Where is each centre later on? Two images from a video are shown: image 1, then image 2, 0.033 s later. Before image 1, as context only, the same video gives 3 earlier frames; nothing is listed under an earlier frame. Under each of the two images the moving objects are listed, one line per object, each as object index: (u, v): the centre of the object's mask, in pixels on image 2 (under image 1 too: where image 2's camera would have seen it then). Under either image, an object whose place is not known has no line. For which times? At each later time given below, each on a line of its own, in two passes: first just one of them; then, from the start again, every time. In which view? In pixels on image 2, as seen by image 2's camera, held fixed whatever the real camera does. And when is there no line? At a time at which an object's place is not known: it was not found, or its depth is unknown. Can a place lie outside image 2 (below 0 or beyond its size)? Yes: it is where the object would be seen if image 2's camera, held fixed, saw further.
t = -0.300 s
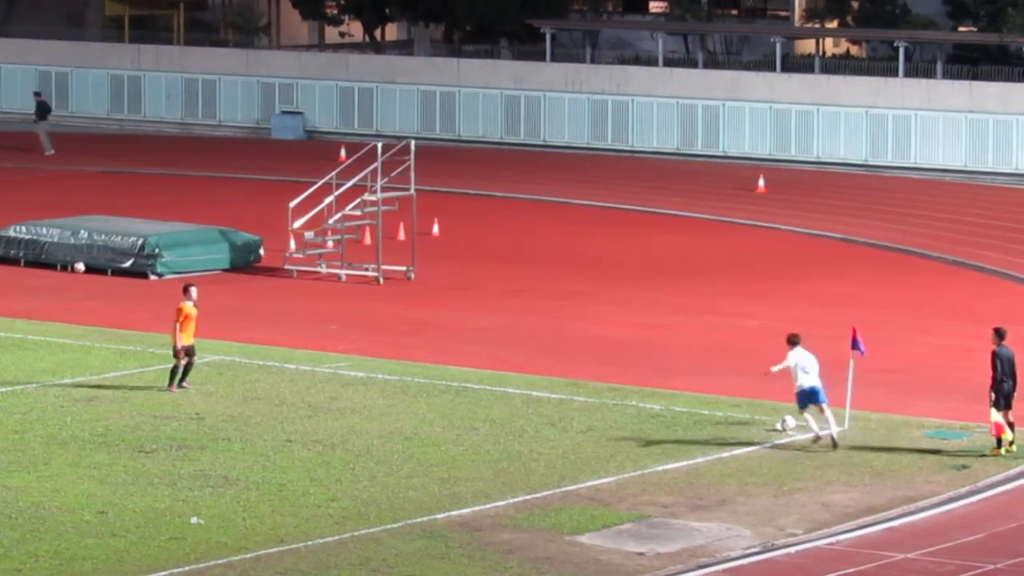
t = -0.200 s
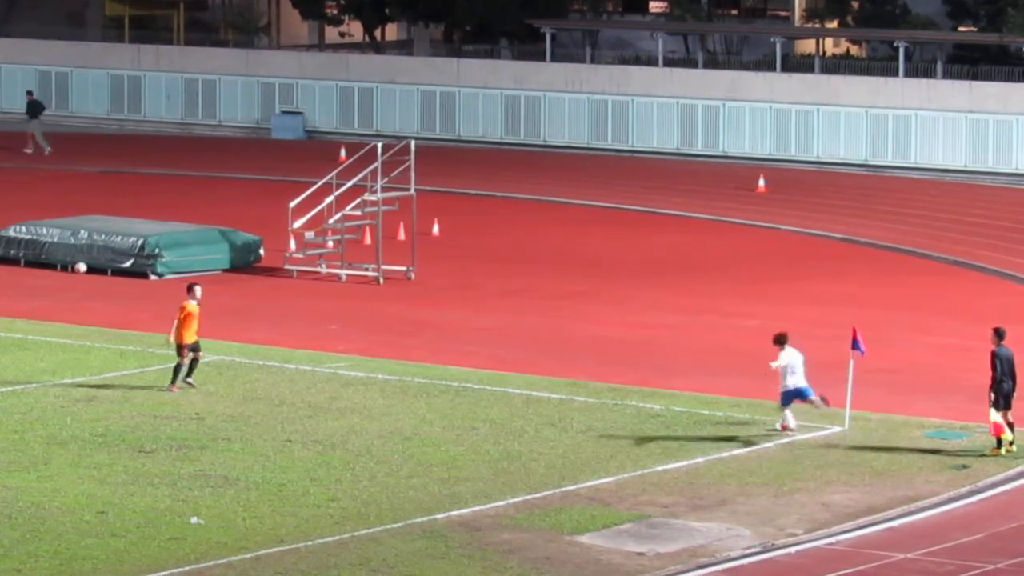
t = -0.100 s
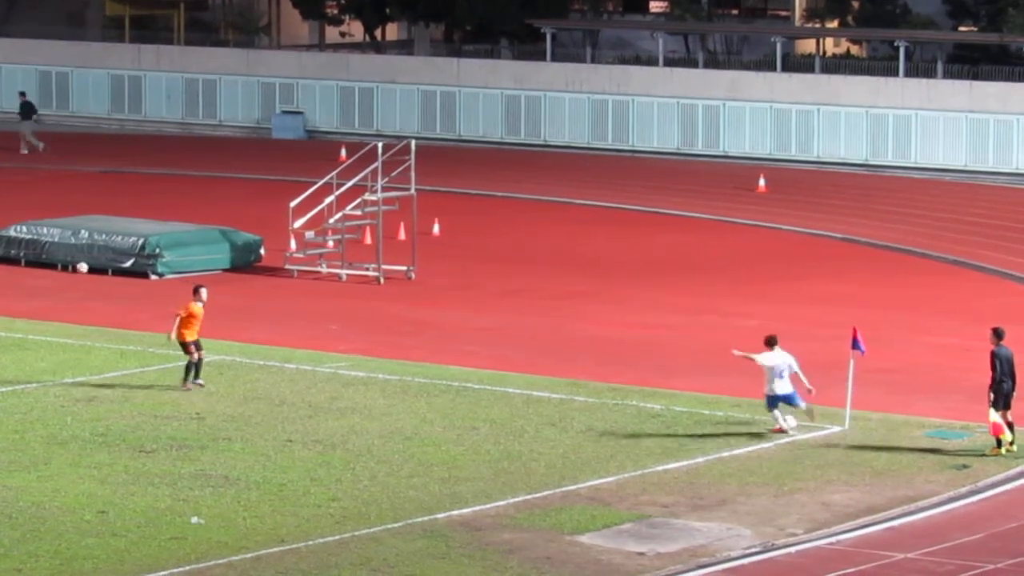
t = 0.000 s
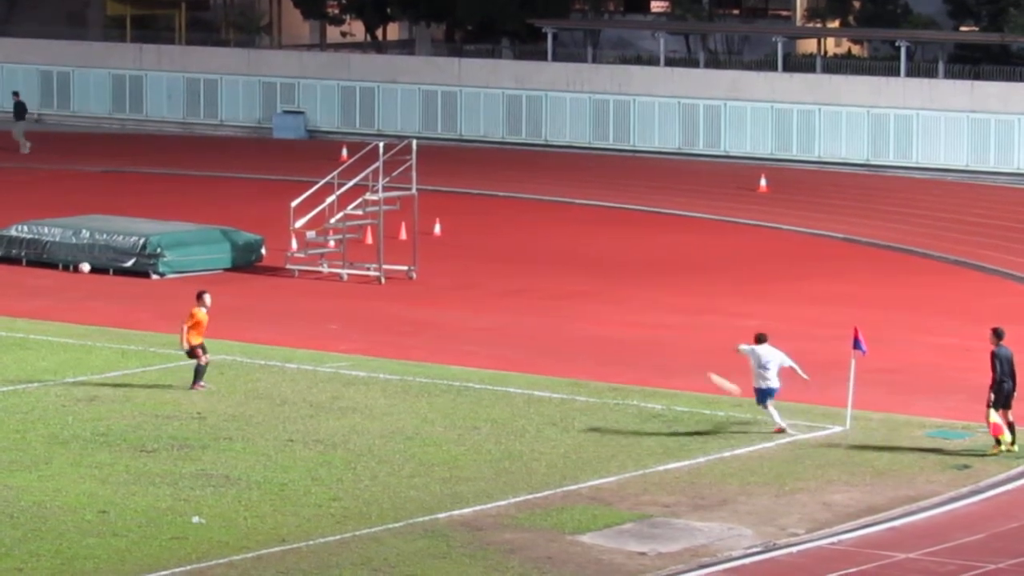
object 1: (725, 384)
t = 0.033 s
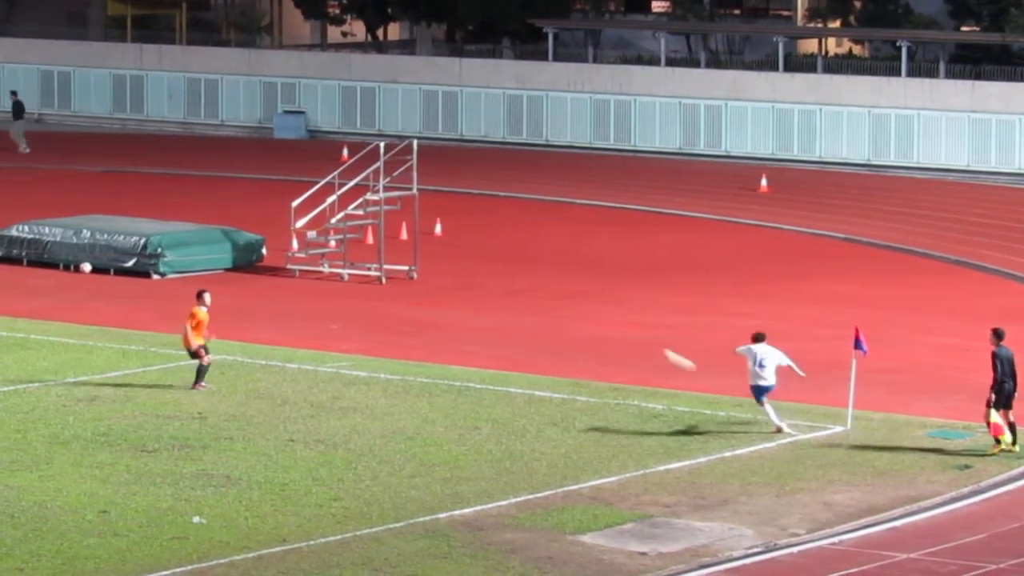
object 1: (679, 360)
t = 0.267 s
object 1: (382, 238)
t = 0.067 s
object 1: (634, 338)
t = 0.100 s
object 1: (590, 318)
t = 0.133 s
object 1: (546, 299)
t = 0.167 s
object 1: (504, 281)
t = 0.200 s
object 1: (463, 266)
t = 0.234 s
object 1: (422, 251)
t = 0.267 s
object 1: (382, 238)
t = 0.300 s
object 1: (341, 225)
